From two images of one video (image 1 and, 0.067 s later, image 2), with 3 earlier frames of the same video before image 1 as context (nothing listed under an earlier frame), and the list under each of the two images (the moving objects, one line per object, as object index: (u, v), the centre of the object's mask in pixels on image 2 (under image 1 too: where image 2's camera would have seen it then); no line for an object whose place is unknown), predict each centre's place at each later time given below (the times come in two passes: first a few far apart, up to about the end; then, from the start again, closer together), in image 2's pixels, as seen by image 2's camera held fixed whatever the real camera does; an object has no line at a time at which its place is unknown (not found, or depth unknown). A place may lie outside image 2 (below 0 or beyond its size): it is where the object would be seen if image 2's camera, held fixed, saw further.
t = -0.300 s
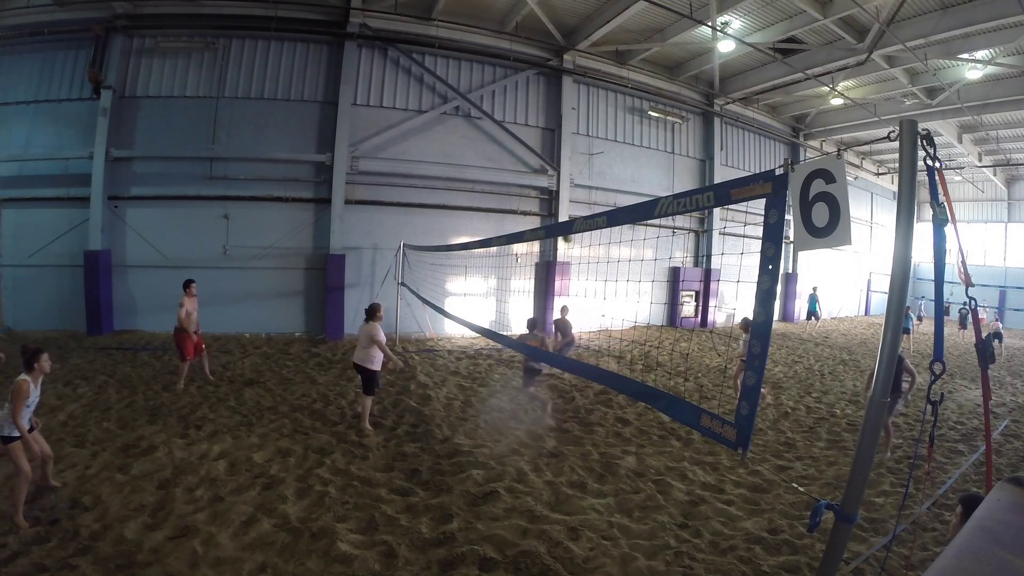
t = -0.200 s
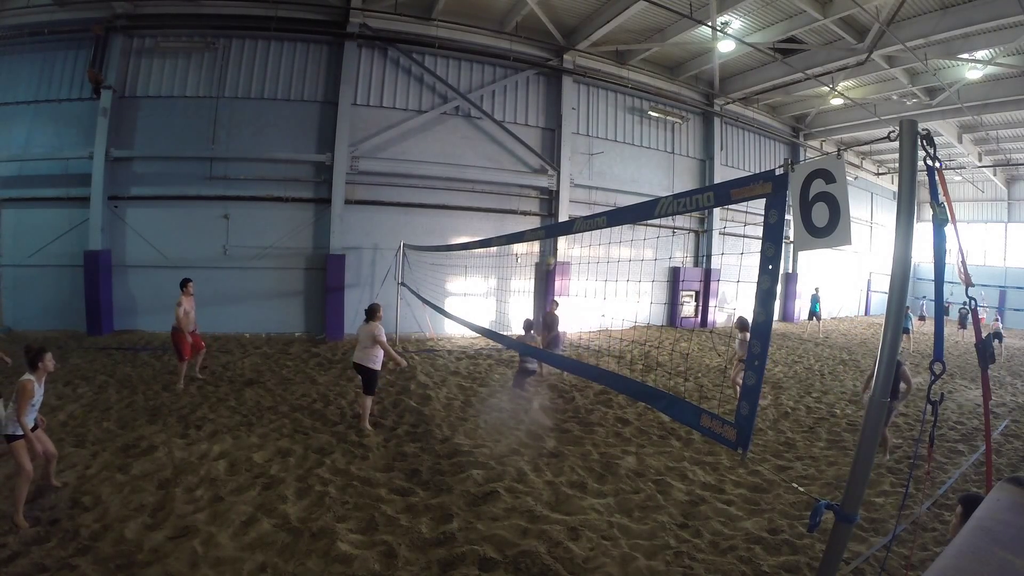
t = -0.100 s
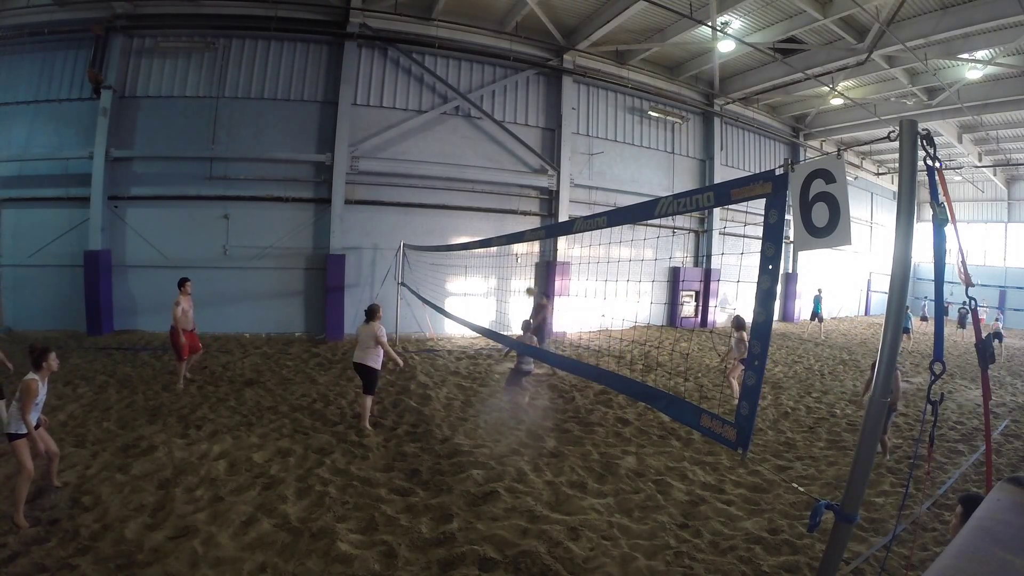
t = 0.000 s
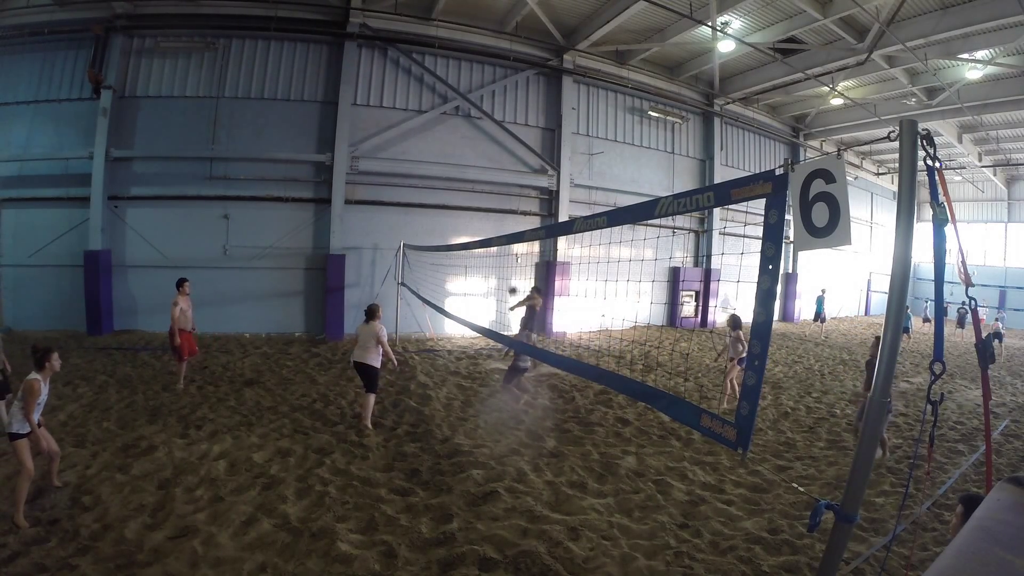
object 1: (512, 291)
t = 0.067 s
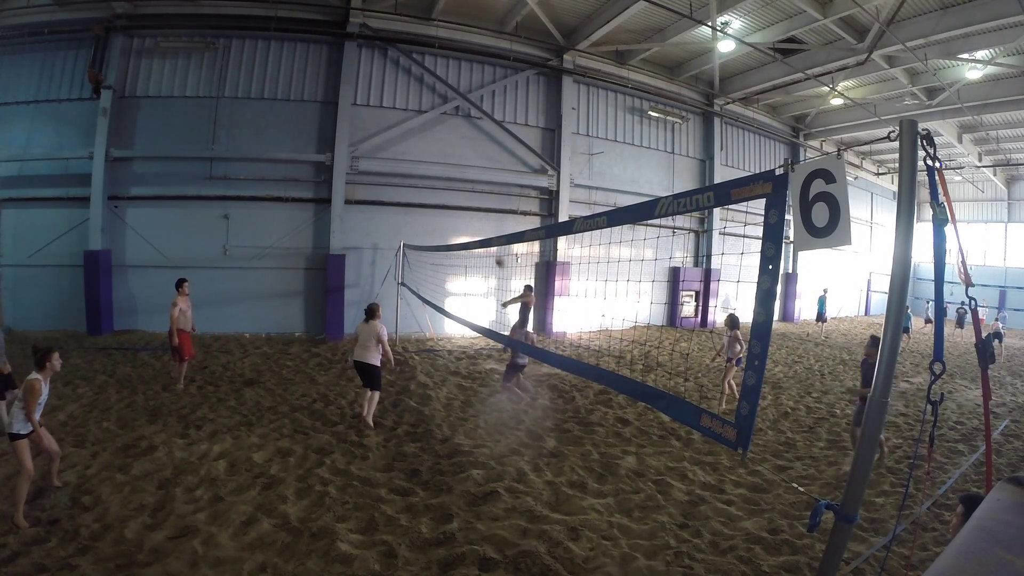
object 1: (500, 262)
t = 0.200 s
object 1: (476, 211)
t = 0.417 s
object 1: (431, 146)
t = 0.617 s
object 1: (390, 108)
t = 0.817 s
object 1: (345, 94)
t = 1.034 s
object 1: (292, 107)
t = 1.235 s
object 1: (242, 148)
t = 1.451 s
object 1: (188, 227)
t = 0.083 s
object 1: (497, 256)
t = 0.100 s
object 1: (494, 250)
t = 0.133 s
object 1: (487, 234)
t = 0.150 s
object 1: (484, 228)
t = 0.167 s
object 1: (481, 222)
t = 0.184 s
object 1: (478, 217)
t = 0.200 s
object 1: (476, 211)
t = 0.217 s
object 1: (472, 206)
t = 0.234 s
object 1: (469, 200)
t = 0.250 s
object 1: (466, 193)
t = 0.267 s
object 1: (462, 187)
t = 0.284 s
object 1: (458, 183)
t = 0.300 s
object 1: (455, 177)
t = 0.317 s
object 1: (451, 174)
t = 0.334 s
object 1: (448, 167)
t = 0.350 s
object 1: (445, 163)
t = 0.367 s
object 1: (441, 158)
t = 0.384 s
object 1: (438, 154)
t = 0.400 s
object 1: (434, 150)
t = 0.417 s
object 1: (431, 146)
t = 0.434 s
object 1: (428, 141)
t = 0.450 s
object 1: (424, 138)
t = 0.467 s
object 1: (421, 134)
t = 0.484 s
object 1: (418, 131)
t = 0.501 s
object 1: (414, 127)
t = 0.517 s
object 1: (410, 124)
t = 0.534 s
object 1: (407, 121)
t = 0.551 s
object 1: (403, 118)
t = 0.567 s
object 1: (401, 115)
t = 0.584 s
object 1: (397, 113)
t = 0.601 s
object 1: (394, 110)
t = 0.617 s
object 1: (390, 108)
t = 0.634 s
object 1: (386, 106)
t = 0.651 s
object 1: (382, 104)
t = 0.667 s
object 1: (379, 102)
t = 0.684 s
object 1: (375, 101)
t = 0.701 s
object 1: (371, 100)
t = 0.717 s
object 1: (368, 98)
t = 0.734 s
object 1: (364, 98)
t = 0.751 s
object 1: (361, 98)
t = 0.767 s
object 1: (358, 97)
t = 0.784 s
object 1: (352, 96)
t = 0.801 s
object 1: (349, 95)
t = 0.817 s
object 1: (345, 94)
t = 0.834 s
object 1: (342, 94)
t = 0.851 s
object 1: (337, 94)
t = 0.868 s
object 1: (333, 95)
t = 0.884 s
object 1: (330, 95)
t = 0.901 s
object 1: (326, 95)
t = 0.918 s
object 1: (321, 96)
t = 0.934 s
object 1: (317, 96)
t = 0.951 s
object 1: (313, 98)
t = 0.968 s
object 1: (309, 99)
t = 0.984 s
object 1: (304, 101)
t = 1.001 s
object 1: (301, 103)
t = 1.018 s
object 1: (297, 105)
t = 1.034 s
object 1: (292, 107)
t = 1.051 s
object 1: (289, 109)
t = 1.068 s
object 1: (285, 111)
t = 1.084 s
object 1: (280, 113)
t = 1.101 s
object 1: (275, 116)
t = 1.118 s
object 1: (271, 119)
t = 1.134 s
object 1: (266, 123)
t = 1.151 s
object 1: (261, 127)
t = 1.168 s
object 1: (258, 131)
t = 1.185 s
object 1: (254, 135)
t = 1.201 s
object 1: (249, 139)
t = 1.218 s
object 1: (246, 144)
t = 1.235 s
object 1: (242, 148)
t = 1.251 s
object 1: (238, 153)
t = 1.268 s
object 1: (233, 157)
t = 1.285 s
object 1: (229, 162)
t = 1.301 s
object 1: (225, 167)
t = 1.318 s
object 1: (221, 173)
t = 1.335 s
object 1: (216, 179)
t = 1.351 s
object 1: (211, 185)
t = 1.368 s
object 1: (209, 191)
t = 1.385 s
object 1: (204, 197)
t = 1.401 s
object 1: (199, 205)
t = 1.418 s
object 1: (196, 212)
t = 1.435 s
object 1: (192, 220)
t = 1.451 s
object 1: (188, 227)
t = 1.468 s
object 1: (184, 235)
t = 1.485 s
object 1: (180, 242)
